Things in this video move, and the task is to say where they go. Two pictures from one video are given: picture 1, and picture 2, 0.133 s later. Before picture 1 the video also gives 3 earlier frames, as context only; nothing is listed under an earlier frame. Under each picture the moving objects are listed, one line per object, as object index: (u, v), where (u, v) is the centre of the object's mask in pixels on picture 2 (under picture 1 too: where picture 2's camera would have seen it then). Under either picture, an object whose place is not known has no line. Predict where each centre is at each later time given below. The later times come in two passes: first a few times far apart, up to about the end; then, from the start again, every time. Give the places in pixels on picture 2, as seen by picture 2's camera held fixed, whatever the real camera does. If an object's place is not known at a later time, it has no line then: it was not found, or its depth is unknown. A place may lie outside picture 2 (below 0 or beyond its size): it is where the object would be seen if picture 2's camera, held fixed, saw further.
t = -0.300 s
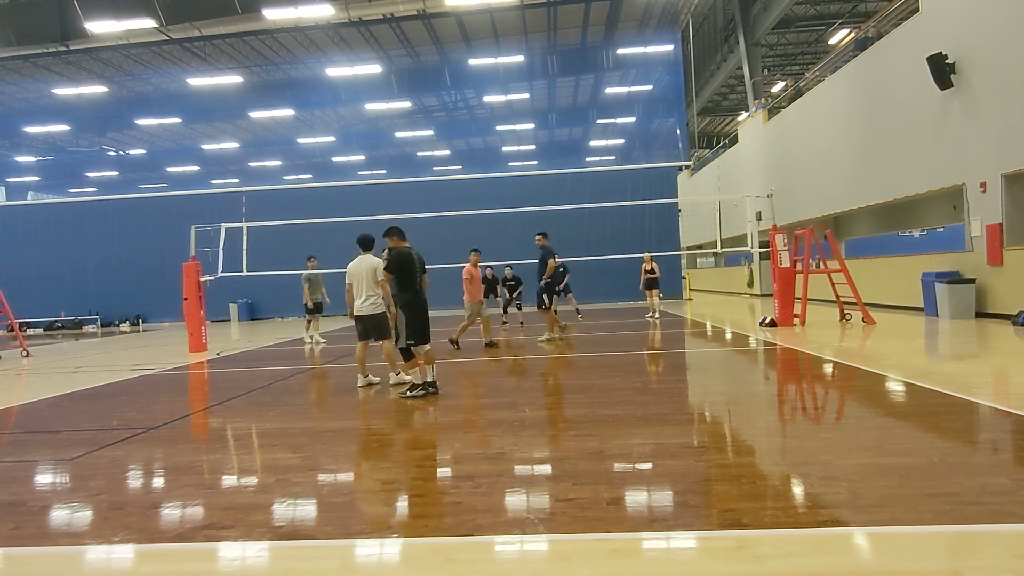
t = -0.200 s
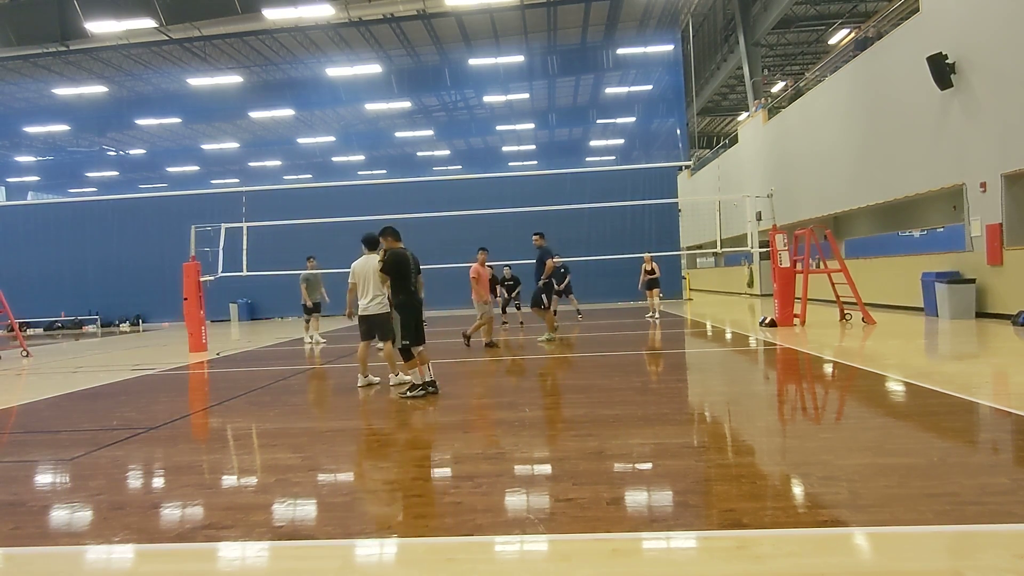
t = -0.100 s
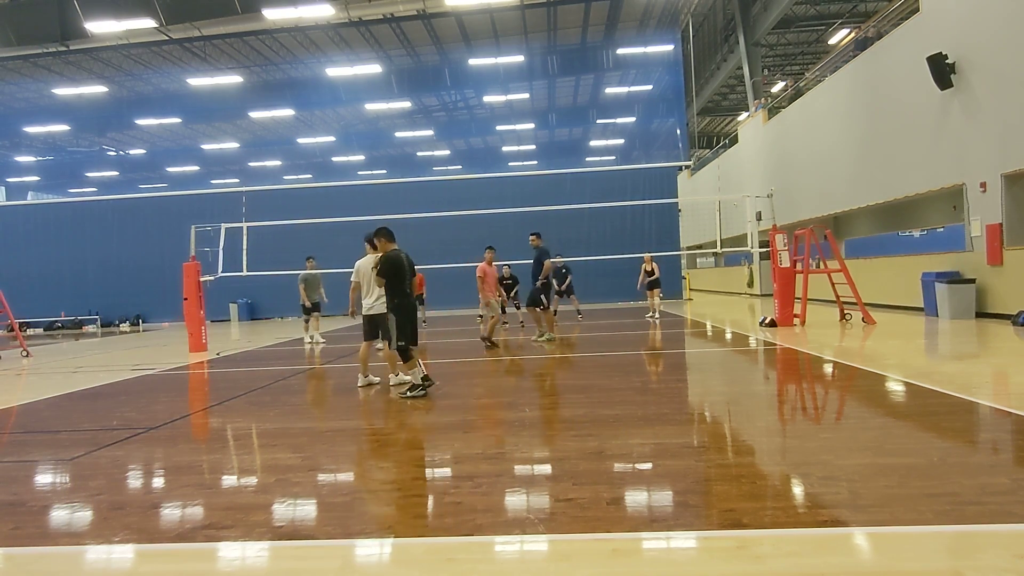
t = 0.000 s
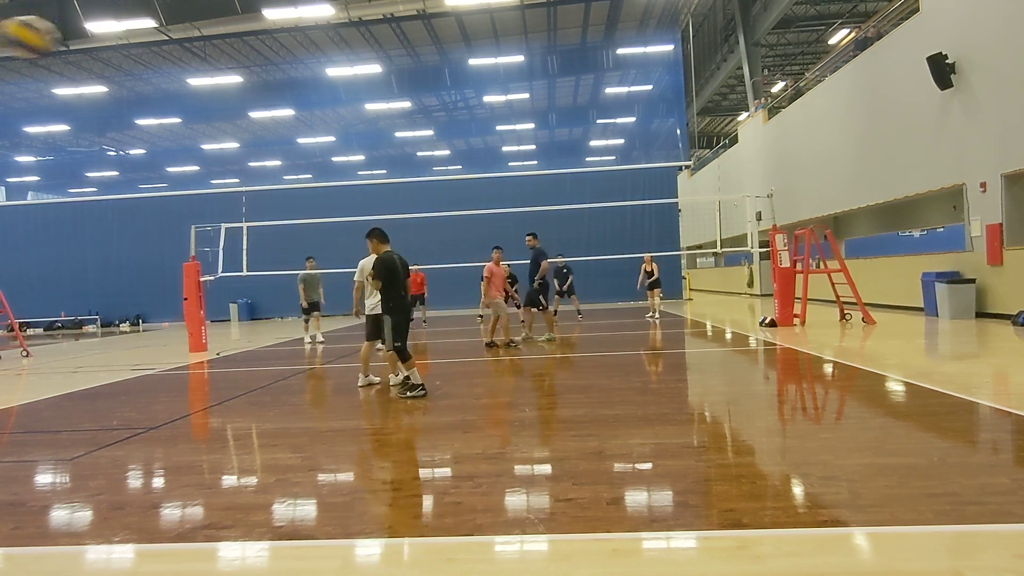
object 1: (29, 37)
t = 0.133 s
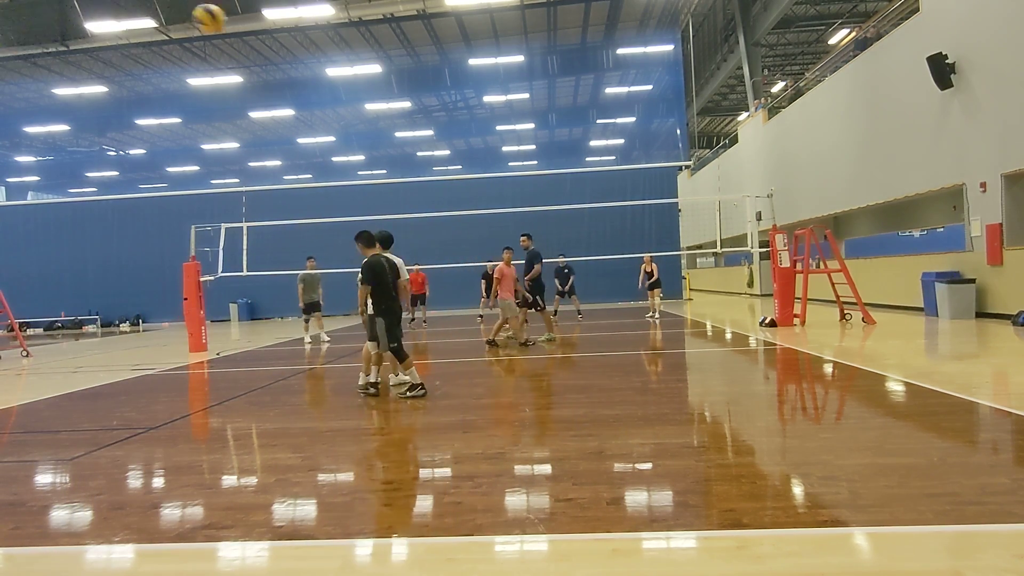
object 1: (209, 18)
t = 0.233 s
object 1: (280, 24)
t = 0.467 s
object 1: (369, 51)
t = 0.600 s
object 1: (398, 73)
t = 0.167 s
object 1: (236, 18)
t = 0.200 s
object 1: (259, 21)
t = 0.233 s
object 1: (280, 24)
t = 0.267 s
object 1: (297, 27)
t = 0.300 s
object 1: (312, 28)
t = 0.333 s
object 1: (326, 31)
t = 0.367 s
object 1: (338, 36)
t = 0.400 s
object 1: (349, 40)
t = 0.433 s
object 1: (359, 45)
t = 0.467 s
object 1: (369, 51)
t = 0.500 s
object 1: (378, 57)
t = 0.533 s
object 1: (386, 62)
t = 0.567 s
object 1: (392, 67)
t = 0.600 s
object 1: (398, 73)
